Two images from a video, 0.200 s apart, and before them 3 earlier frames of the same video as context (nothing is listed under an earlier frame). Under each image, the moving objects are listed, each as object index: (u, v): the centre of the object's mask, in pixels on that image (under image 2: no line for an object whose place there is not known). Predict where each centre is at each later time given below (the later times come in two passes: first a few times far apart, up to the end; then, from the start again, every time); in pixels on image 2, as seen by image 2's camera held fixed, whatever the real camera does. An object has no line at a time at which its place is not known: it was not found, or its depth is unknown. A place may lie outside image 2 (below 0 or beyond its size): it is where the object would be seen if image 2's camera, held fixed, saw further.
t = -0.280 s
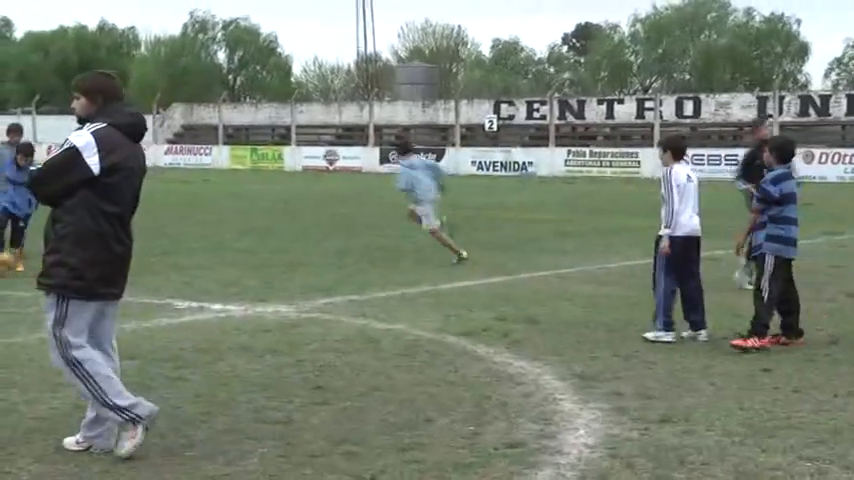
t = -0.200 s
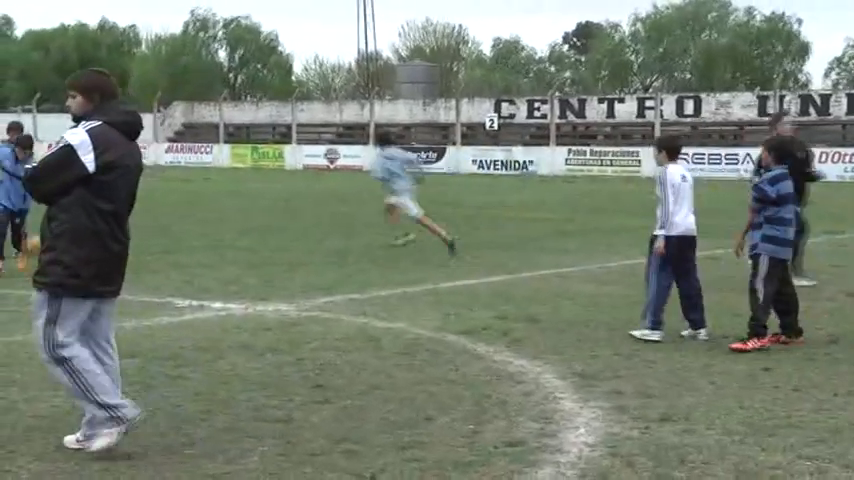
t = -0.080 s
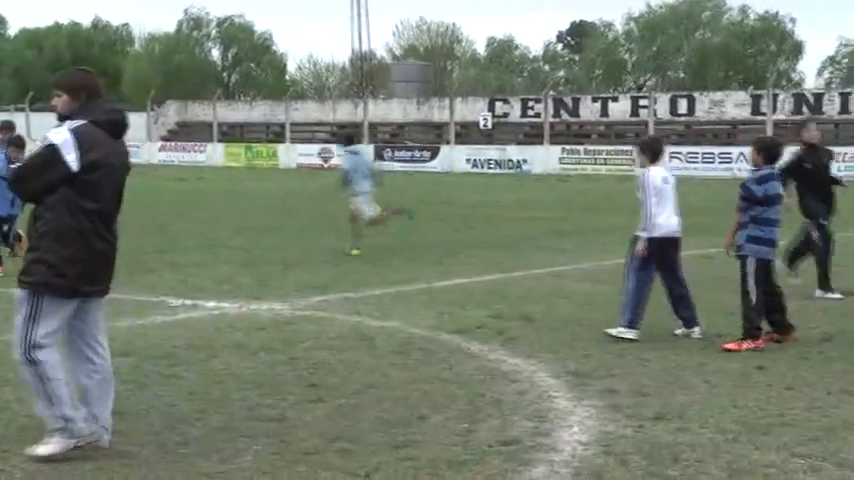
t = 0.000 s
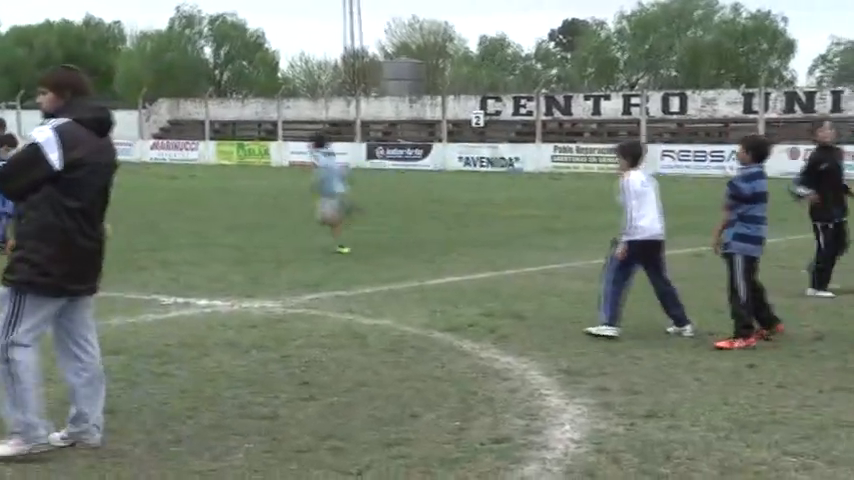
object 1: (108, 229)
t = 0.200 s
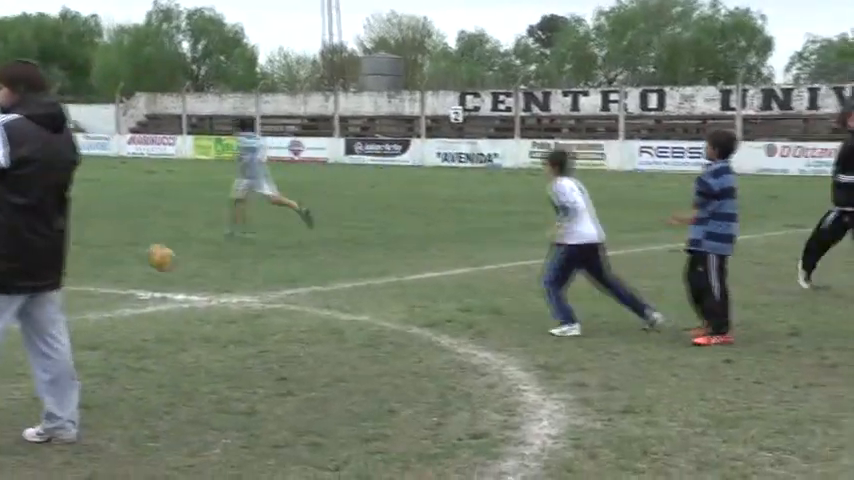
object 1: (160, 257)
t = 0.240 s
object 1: (180, 268)
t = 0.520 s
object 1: (254, 261)
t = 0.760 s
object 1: (315, 282)
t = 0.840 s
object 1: (332, 277)
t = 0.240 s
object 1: (180, 268)
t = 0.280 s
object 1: (196, 279)
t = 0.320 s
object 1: (205, 272)
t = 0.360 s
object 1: (216, 266)
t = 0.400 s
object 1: (224, 264)
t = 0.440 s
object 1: (235, 260)
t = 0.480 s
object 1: (244, 260)
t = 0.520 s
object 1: (254, 261)
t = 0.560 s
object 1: (265, 264)
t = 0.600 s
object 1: (275, 268)
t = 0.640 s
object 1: (287, 276)
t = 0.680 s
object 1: (296, 285)
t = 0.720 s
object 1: (305, 288)
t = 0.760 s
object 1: (315, 282)
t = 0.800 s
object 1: (322, 280)
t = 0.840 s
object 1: (332, 277)
